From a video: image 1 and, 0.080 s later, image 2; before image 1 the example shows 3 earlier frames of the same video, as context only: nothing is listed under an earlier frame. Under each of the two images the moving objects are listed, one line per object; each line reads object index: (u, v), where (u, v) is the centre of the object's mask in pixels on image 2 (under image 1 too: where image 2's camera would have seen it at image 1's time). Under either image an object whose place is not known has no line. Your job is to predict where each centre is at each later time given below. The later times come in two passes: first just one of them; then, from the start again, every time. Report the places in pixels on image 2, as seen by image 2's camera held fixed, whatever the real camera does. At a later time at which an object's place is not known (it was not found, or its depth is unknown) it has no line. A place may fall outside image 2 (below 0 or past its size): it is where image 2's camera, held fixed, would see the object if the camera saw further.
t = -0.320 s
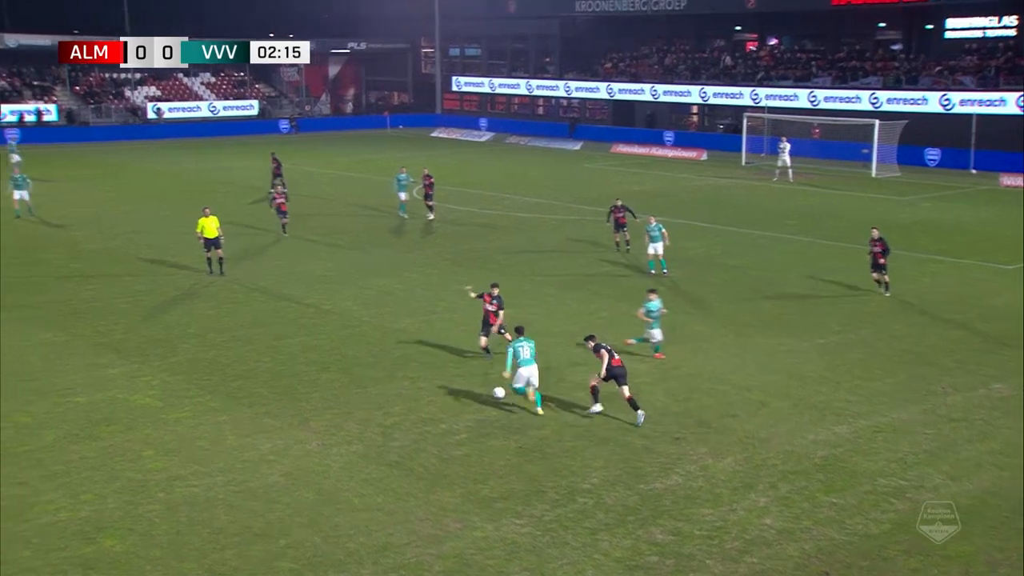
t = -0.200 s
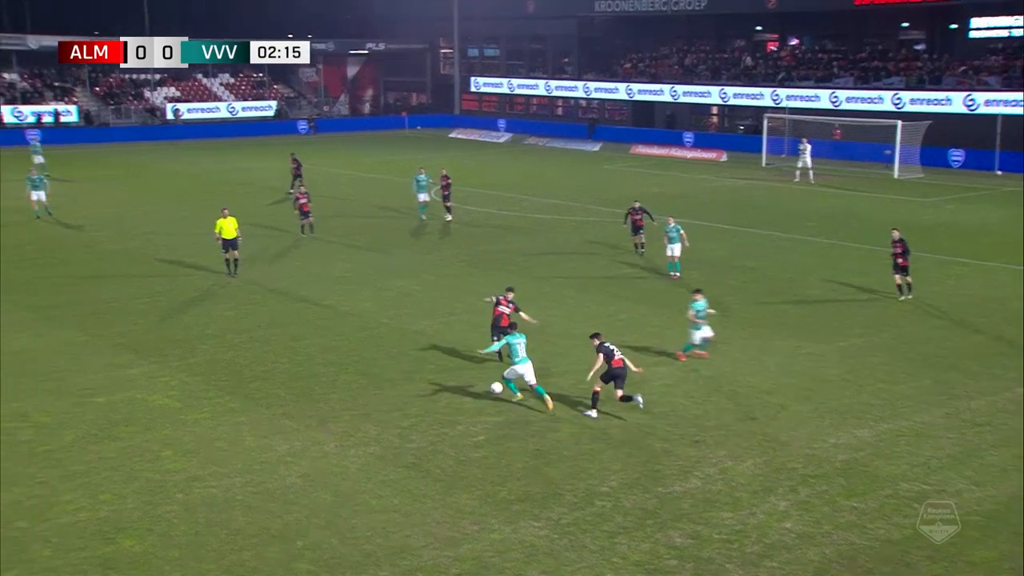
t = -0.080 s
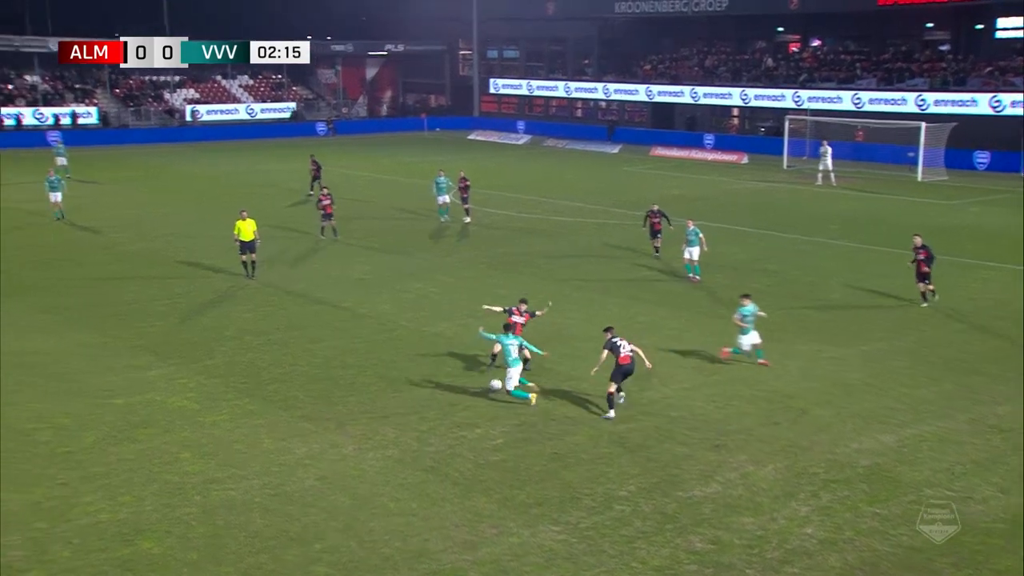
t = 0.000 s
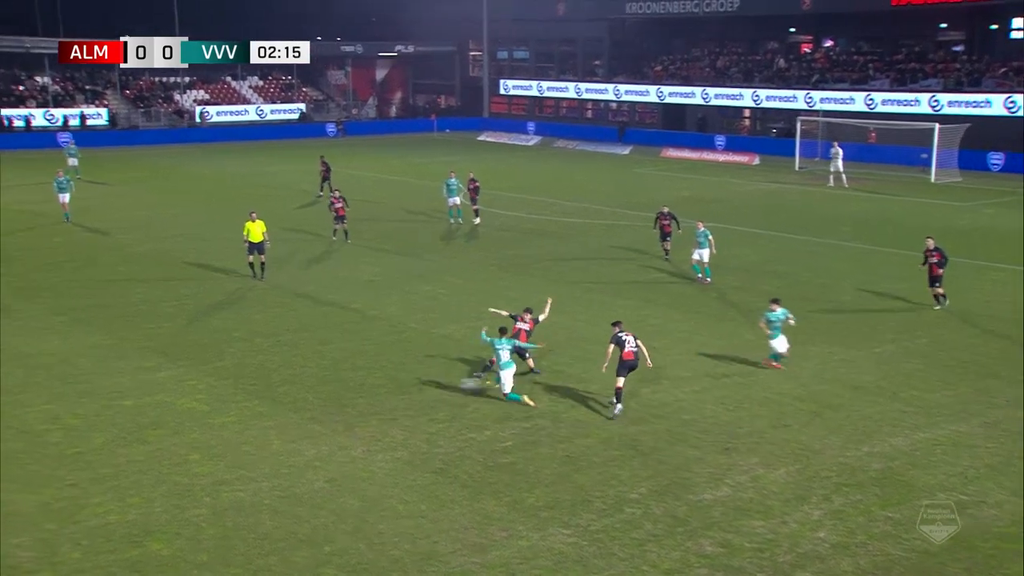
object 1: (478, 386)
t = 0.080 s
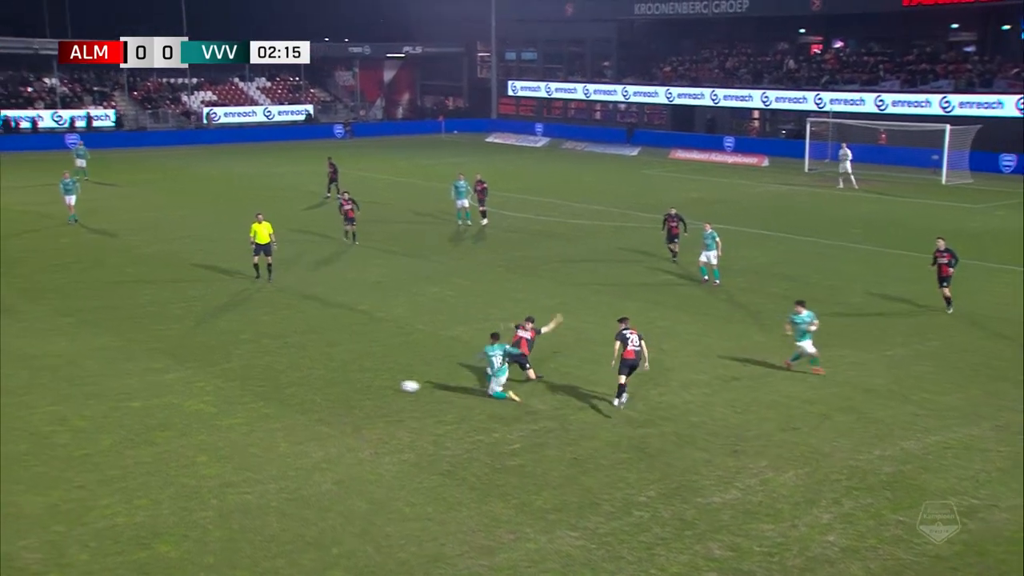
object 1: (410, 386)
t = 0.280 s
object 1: (257, 385)
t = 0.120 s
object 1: (379, 384)
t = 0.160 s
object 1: (347, 383)
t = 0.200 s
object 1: (316, 383)
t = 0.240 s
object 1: (286, 384)
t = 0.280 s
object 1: (257, 385)
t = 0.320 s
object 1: (228, 385)
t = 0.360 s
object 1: (200, 385)
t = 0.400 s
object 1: (173, 385)
